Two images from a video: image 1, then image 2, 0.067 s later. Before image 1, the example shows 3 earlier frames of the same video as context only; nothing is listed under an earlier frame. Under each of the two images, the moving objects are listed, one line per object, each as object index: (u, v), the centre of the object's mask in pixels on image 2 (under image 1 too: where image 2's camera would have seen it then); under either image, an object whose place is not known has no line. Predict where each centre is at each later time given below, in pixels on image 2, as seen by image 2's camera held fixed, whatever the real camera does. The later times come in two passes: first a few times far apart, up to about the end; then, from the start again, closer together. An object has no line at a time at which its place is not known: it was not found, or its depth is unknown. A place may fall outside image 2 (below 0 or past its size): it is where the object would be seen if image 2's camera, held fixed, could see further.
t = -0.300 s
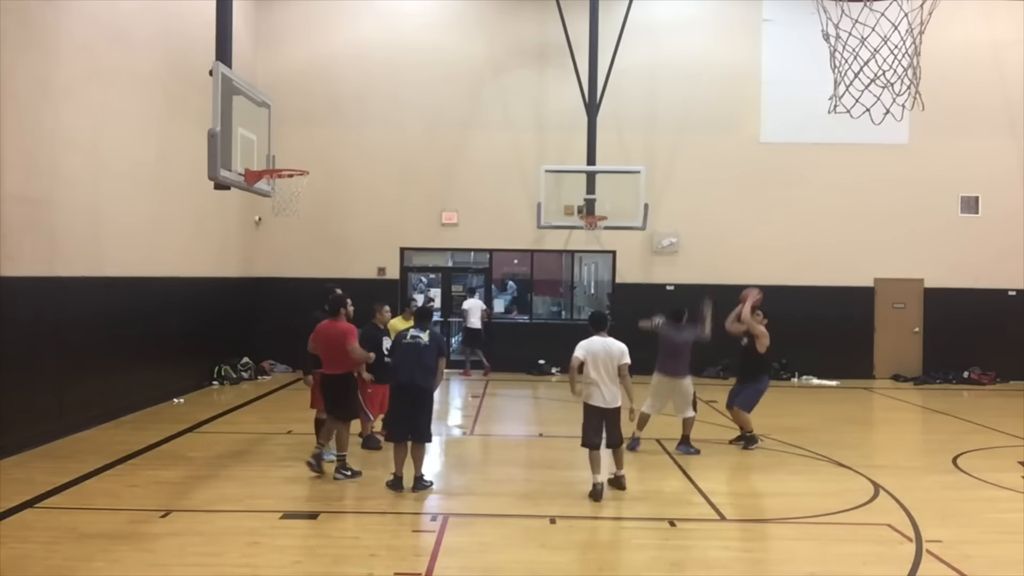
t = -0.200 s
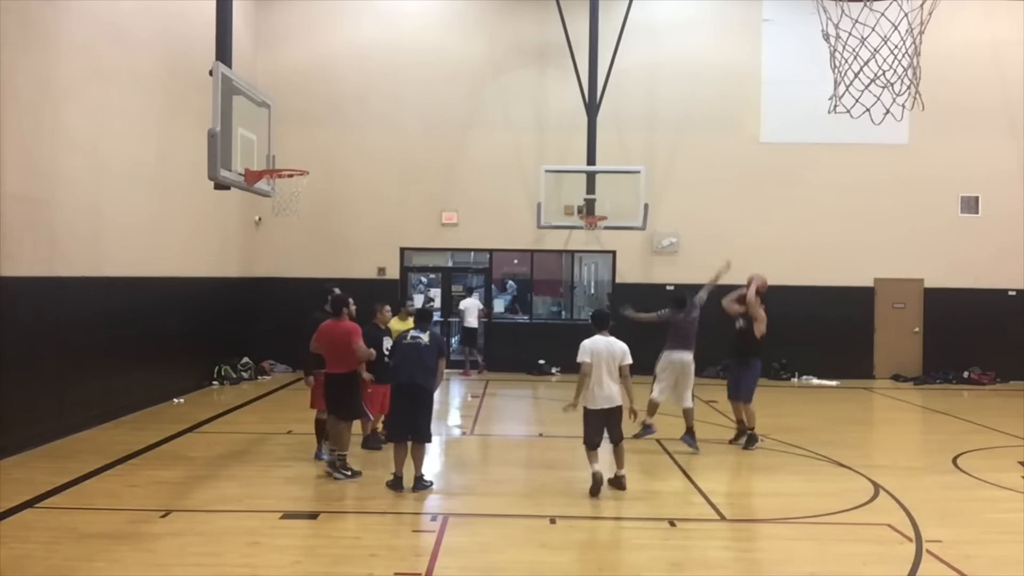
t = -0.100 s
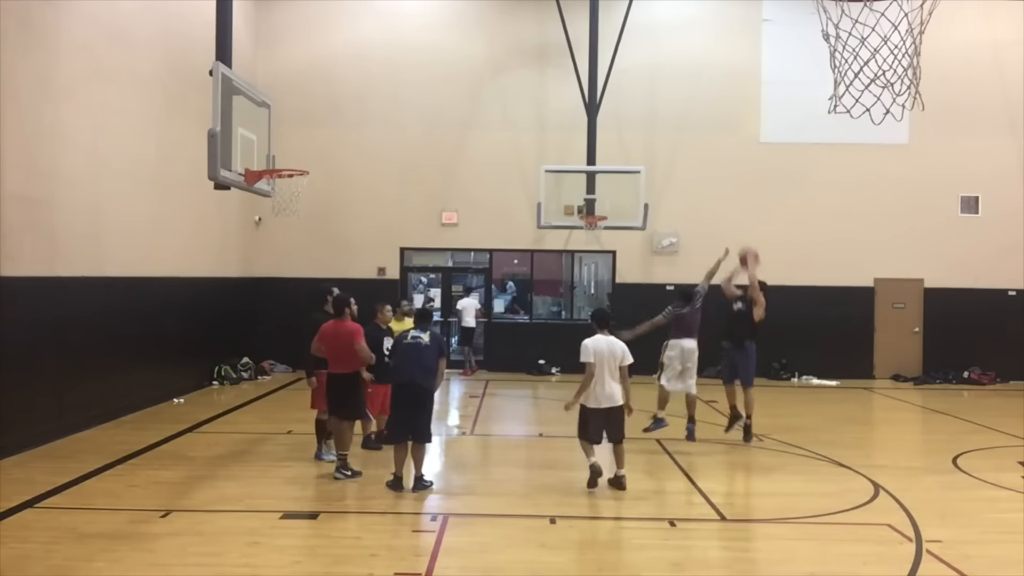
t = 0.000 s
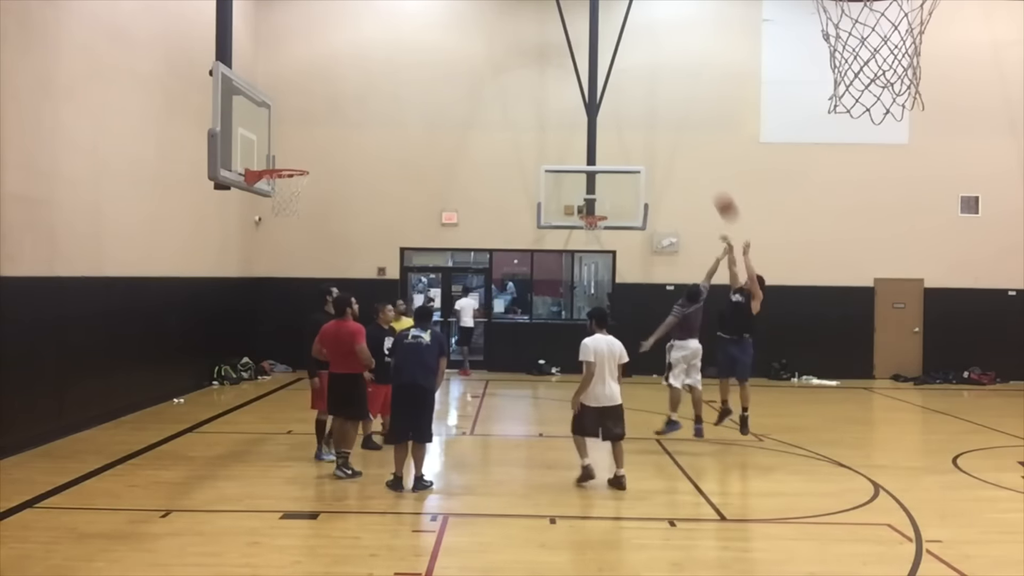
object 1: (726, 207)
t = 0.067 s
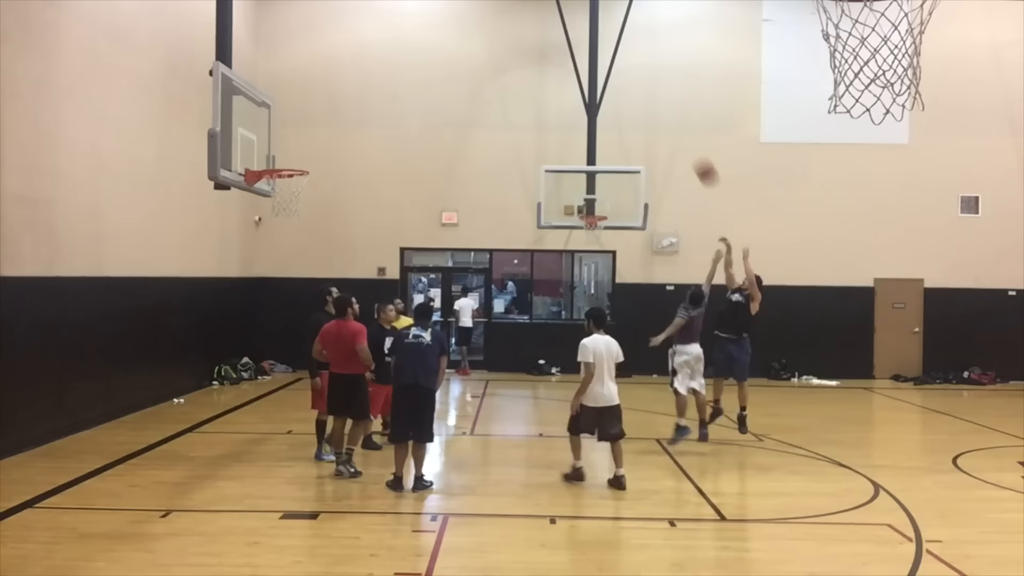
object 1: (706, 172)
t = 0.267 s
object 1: (644, 87)
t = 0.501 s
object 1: (570, 26)
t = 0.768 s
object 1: (480, 12)
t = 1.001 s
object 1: (397, 52)
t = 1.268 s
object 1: (298, 158)
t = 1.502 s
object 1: (242, 249)
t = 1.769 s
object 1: (193, 383)
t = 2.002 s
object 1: (185, 387)
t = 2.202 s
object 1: (205, 316)
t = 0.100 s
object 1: (696, 156)
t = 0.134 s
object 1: (686, 141)
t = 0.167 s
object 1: (675, 127)
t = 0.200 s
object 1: (665, 112)
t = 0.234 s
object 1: (655, 99)
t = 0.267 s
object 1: (644, 87)
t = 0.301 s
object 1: (634, 76)
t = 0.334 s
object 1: (624, 66)
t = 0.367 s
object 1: (613, 56)
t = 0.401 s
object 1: (604, 47)
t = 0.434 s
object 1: (592, 39)
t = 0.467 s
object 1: (580, 32)
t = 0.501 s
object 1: (570, 26)
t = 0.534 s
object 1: (558, 22)
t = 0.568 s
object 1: (547, 18)
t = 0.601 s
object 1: (536, 15)
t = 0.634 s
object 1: (525, 12)
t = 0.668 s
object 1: (514, 11)
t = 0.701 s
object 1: (502, 11)
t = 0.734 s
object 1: (491, 11)
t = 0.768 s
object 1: (480, 12)
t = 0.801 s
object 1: (468, 15)
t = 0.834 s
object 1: (457, 18)
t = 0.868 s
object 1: (445, 23)
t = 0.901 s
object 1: (433, 29)
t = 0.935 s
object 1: (421, 36)
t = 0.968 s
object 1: (409, 43)
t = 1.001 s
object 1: (397, 52)
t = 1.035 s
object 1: (385, 62)
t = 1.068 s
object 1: (373, 72)
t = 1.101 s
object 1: (361, 84)
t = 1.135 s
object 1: (348, 97)
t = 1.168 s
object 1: (336, 111)
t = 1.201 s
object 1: (322, 127)
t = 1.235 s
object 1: (310, 143)
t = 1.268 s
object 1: (298, 158)
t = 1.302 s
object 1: (286, 178)
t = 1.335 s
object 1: (273, 197)
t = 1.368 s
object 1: (264, 207)
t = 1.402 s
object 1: (259, 216)
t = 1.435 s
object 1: (253, 226)
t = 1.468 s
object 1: (248, 236)
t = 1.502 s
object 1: (242, 249)
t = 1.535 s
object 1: (236, 262)
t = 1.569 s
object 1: (230, 278)
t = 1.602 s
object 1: (224, 294)
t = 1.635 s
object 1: (217, 310)
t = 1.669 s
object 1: (211, 326)
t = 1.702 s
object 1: (205, 344)
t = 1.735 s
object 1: (200, 363)
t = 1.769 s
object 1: (193, 383)
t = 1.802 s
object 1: (184, 411)
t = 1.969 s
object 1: (181, 408)
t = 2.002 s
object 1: (185, 387)
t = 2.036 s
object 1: (189, 373)
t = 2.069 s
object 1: (192, 360)
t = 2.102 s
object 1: (196, 347)
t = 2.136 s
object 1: (199, 336)
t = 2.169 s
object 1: (202, 326)
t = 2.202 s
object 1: (205, 316)
